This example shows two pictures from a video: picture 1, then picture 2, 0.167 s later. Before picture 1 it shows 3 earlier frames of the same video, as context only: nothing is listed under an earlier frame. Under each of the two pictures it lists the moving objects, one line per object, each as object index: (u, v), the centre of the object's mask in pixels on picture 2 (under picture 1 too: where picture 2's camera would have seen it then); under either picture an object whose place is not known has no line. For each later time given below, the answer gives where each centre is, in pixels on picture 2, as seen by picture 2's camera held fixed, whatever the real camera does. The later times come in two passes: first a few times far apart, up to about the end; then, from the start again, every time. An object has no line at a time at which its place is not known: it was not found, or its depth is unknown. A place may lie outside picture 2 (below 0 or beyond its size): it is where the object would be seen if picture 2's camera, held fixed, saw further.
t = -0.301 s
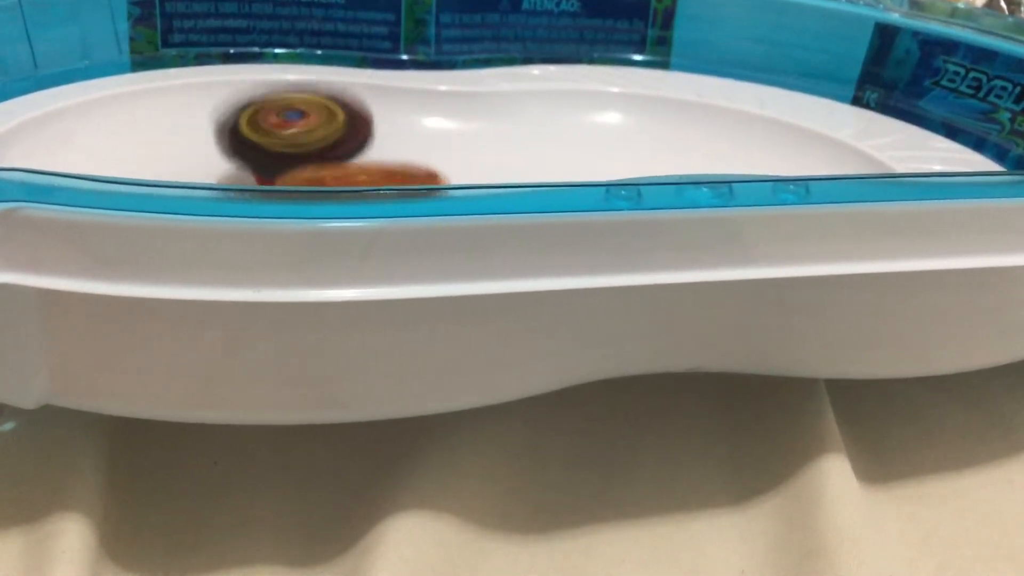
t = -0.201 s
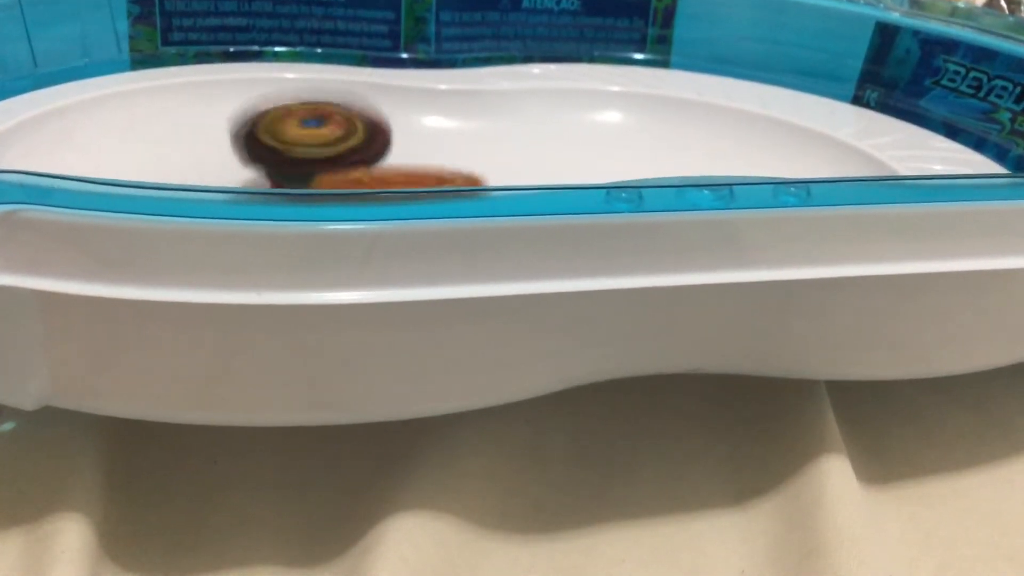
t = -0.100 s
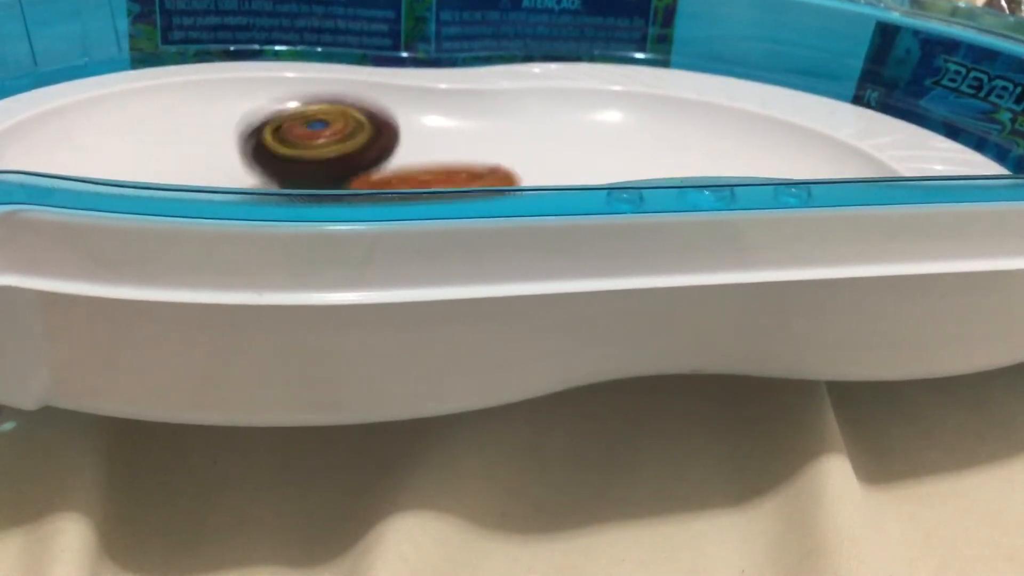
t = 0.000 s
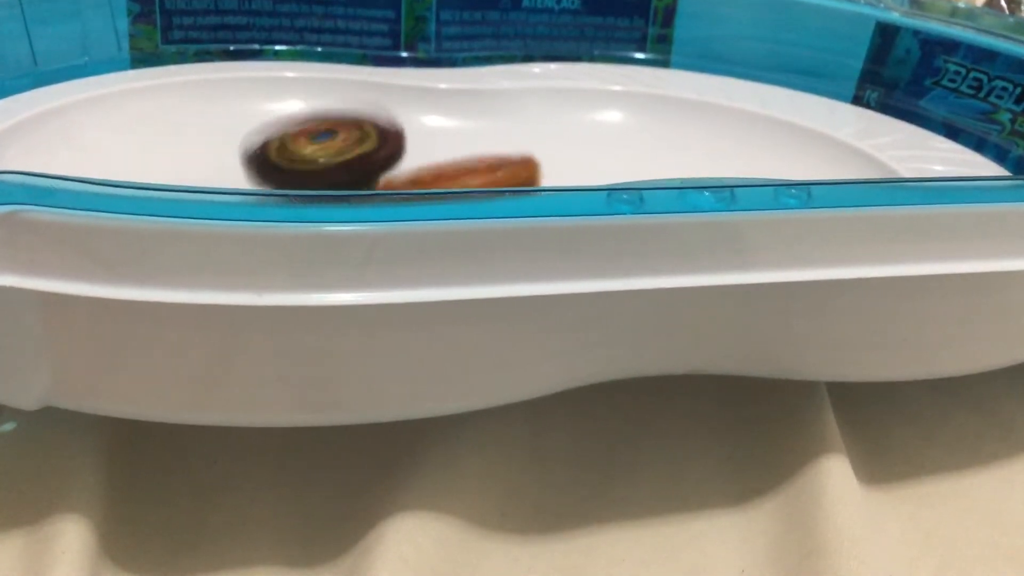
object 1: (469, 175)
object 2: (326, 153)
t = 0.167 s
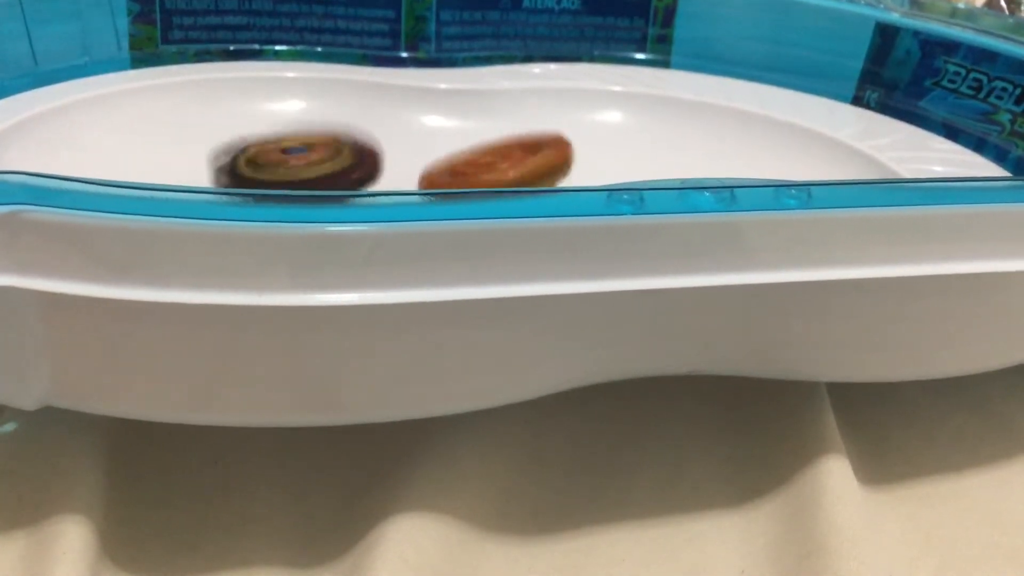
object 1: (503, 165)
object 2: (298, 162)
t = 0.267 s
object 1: (504, 156)
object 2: (295, 169)
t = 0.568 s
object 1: (490, 130)
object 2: (359, 177)
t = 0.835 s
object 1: (522, 152)
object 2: (402, 172)
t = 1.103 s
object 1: (611, 160)
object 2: (398, 168)
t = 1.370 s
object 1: (672, 142)
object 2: (407, 159)
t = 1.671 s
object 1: (683, 132)
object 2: (447, 159)
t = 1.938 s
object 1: (658, 152)
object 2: (536, 165)
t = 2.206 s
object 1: (726, 158)
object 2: (575, 173)
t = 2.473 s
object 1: (763, 150)
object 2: (569, 168)
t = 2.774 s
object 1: (697, 151)
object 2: (513, 152)
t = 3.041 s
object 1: (635, 157)
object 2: (442, 145)
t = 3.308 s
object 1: (614, 164)
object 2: (440, 165)
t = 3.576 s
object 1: (621, 163)
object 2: (475, 176)
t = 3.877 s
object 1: (654, 145)
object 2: (544, 170)
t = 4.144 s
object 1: (663, 128)
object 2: (561, 162)
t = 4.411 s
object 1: (681, 138)
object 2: (562, 159)
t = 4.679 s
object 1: (723, 148)
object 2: (524, 163)
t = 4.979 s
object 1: (717, 160)
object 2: (511, 159)
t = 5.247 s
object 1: (701, 168)
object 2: (517, 160)
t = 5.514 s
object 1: (703, 156)
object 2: (476, 149)
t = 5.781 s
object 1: (667, 157)
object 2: (497, 161)
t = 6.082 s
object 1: (673, 153)
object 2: (551, 175)
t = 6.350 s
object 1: (674, 144)
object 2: (532, 177)
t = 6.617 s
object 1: (690, 157)
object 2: (504, 156)
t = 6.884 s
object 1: (733, 145)
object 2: (616, 158)
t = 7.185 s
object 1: (722, 139)
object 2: (652, 170)
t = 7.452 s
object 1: (719, 136)
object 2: (650, 170)
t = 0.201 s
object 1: (504, 161)
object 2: (296, 166)
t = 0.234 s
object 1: (504, 159)
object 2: (294, 167)
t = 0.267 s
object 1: (504, 156)
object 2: (295, 169)
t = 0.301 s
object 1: (502, 153)
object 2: (296, 172)
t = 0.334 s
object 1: (502, 149)
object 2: (301, 173)
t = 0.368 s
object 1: (499, 146)
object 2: (304, 175)
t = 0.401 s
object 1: (499, 142)
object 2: (313, 175)
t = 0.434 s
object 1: (496, 139)
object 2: (319, 177)
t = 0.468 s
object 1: (495, 136)
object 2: (328, 176)
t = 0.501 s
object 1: (491, 133)
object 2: (337, 178)
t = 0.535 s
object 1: (492, 131)
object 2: (346, 176)
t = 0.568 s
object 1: (490, 130)
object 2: (359, 177)
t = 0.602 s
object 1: (493, 130)
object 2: (369, 177)
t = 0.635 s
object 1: (492, 131)
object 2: (374, 177)
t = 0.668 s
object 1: (497, 134)
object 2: (379, 176)
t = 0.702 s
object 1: (498, 137)
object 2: (380, 175)
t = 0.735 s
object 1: (504, 141)
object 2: (381, 174)
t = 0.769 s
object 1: (507, 146)
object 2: (386, 173)
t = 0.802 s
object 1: (512, 149)
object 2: (391, 172)
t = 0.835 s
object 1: (522, 152)
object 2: (402, 172)
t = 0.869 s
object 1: (532, 154)
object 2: (398, 174)
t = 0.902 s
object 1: (539, 156)
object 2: (399, 172)
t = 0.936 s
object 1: (553, 157)
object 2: (399, 173)
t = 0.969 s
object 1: (564, 159)
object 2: (399, 171)
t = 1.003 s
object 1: (577, 159)
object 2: (399, 170)
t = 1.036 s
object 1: (587, 161)
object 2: (399, 170)
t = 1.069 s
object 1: (600, 160)
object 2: (398, 169)
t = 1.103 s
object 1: (611, 160)
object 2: (398, 168)
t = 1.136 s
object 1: (623, 159)
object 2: (400, 167)
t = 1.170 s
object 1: (632, 158)
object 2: (400, 166)
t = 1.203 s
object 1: (642, 156)
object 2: (401, 165)
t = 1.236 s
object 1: (648, 154)
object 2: (401, 164)
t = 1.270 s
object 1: (656, 151)
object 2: (403, 162)
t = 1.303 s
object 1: (661, 149)
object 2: (403, 162)
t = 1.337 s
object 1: (669, 145)
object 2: (406, 160)
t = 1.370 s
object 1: (672, 142)
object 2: (407, 159)
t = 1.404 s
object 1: (678, 139)
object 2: (410, 158)
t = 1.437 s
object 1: (680, 136)
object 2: (411, 158)
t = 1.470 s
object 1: (685, 133)
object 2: (414, 158)
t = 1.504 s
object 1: (686, 131)
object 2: (417, 157)
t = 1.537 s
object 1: (689, 129)
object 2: (420, 157)
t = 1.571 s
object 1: (688, 129)
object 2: (424, 156)
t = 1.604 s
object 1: (688, 129)
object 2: (431, 158)
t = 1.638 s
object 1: (686, 130)
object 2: (439, 158)
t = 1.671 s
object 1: (683, 132)
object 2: (447, 159)
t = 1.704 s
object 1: (680, 134)
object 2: (457, 159)
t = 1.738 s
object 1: (673, 136)
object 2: (465, 160)
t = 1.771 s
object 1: (669, 138)
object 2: (473, 160)
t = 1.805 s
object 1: (664, 140)
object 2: (486, 162)
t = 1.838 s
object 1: (660, 143)
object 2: (495, 162)
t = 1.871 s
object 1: (656, 146)
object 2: (509, 162)
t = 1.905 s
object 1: (654, 148)
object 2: (520, 165)
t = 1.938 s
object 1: (658, 152)
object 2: (536, 165)
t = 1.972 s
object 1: (660, 155)
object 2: (537, 167)
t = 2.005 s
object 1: (668, 156)
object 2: (546, 169)
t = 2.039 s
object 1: (679, 157)
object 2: (550, 170)
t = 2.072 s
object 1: (688, 158)
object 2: (554, 171)
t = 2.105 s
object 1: (696, 158)
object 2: (556, 171)
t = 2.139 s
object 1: (706, 158)
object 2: (562, 173)
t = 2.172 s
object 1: (717, 158)
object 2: (568, 171)
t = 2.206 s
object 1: (726, 158)
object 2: (575, 173)
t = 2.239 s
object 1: (736, 157)
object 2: (582, 171)
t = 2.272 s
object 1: (744, 157)
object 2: (587, 171)
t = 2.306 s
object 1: (757, 158)
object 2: (590, 172)
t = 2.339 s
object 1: (763, 158)
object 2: (588, 173)
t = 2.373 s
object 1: (762, 154)
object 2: (579, 172)
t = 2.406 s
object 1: (763, 152)
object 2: (578, 170)
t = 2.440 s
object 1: (763, 150)
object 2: (573, 171)
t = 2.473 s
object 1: (763, 150)
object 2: (569, 168)
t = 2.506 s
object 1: (756, 149)
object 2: (569, 168)
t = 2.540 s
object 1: (750, 148)
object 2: (565, 166)
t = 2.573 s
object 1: (739, 149)
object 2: (561, 162)
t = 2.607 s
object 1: (729, 148)
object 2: (560, 162)
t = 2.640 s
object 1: (720, 148)
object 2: (558, 158)
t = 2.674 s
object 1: (714, 148)
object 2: (550, 159)
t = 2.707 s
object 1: (713, 149)
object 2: (538, 157)
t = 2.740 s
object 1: (707, 150)
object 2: (525, 154)
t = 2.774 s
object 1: (697, 151)
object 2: (513, 152)
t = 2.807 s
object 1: (687, 151)
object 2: (502, 150)
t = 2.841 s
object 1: (680, 151)
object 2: (489, 147)
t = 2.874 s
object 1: (673, 152)
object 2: (480, 146)
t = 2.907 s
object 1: (665, 153)
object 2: (471, 144)
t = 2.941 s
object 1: (657, 154)
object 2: (462, 143)
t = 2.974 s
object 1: (648, 155)
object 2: (455, 144)
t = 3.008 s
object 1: (642, 156)
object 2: (447, 145)
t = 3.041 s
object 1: (635, 157)
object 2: (442, 145)
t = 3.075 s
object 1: (630, 158)
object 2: (437, 148)
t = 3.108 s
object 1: (626, 159)
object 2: (433, 149)
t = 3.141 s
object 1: (622, 160)
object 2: (433, 152)
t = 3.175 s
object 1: (618, 162)
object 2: (431, 156)
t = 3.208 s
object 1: (616, 163)
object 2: (431, 158)
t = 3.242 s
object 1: (614, 163)
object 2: (434, 161)
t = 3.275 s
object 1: (614, 165)
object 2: (436, 163)
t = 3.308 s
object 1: (614, 164)
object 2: (440, 165)
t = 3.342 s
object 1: (613, 166)
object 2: (443, 169)
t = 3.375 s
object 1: (613, 166)
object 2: (447, 170)
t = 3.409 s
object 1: (614, 164)
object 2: (452, 172)
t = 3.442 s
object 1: (615, 166)
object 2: (457, 173)
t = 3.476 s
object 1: (618, 165)
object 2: (462, 176)
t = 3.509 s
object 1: (616, 164)
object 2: (467, 178)
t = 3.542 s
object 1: (618, 164)
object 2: (468, 178)
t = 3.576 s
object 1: (621, 163)
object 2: (475, 176)
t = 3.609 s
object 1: (623, 162)
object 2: (481, 179)
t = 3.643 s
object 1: (629, 160)
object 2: (491, 178)
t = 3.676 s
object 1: (631, 159)
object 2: (497, 179)
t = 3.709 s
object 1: (634, 157)
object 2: (506, 177)
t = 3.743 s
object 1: (639, 155)
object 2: (514, 176)
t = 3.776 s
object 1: (642, 152)
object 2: (522, 175)
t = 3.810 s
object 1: (646, 150)
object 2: (532, 173)
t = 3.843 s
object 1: (648, 148)
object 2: (537, 171)
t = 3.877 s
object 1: (654, 145)
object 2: (544, 170)
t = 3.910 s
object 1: (656, 144)
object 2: (546, 168)
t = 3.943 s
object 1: (655, 141)
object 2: (550, 167)
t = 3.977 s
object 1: (660, 136)
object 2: (556, 165)
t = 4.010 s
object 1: (661, 135)
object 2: (569, 165)
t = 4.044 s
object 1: (663, 132)
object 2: (557, 164)
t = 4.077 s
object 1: (662, 131)
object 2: (560, 163)
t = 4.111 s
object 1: (659, 129)
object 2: (559, 164)
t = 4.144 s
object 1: (663, 128)
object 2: (561, 162)
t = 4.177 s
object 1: (662, 128)
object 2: (565, 161)
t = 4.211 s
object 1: (664, 128)
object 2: (571, 159)
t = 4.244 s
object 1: (664, 128)
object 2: (566, 160)
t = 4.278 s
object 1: (665, 129)
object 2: (563, 160)
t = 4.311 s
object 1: (669, 131)
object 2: (569, 161)
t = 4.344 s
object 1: (671, 132)
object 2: (568, 160)
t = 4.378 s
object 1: (675, 133)
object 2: (563, 159)
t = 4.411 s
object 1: (681, 138)
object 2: (562, 159)
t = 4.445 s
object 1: (687, 139)
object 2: (561, 159)
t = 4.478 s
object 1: (692, 143)
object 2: (557, 161)
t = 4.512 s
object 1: (696, 145)
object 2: (551, 163)
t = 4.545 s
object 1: (701, 144)
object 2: (542, 163)
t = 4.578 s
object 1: (705, 144)
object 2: (538, 162)
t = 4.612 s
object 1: (716, 145)
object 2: (532, 165)
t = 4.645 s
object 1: (721, 148)
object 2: (527, 164)
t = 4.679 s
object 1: (723, 148)
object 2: (524, 163)
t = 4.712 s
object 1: (728, 148)
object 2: (519, 164)
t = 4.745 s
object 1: (732, 150)
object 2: (516, 164)
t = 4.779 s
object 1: (734, 152)
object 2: (514, 162)
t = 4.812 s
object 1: (734, 154)
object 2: (511, 163)
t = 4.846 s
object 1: (733, 155)
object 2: (511, 162)
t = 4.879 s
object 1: (731, 156)
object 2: (509, 161)
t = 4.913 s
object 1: (727, 158)
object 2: (509, 162)
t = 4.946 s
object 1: (722, 159)
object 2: (509, 161)
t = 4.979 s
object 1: (717, 160)
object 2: (511, 159)
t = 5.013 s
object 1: (713, 161)
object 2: (513, 159)
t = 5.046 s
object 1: (705, 162)
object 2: (518, 160)
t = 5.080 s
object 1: (697, 162)
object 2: (521, 160)
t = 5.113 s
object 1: (691, 164)
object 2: (524, 159)
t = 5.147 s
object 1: (686, 164)
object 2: (528, 158)
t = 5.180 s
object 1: (683, 168)
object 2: (527, 160)
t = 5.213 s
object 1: (694, 169)
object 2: (522, 159)
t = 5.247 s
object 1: (701, 168)
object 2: (517, 160)
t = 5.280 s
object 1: (709, 170)
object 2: (509, 159)
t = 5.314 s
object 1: (720, 168)
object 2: (503, 154)
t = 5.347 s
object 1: (724, 166)
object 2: (495, 155)
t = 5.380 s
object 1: (723, 164)
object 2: (488, 154)
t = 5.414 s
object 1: (720, 160)
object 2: (486, 151)
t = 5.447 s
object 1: (717, 159)
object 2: (482, 150)
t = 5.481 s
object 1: (712, 158)
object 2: (478, 150)
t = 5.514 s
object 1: (703, 156)
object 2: (476, 149)
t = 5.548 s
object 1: (695, 155)
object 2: (478, 150)
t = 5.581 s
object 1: (688, 154)
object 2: (476, 150)
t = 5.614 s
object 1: (680, 153)
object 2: (475, 152)
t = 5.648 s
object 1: (677, 154)
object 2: (481, 154)
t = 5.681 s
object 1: (675, 154)
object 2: (485, 155)
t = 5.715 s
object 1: (678, 154)
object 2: (487, 157)
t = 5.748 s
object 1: (675, 155)
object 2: (492, 158)
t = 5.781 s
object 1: (667, 157)
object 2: (497, 161)
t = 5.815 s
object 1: (671, 158)
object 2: (503, 163)
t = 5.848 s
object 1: (678, 159)
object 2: (508, 162)
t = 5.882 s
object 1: (680, 161)
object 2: (515, 167)
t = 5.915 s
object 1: (680, 162)
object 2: (523, 169)
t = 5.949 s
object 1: (686, 159)
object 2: (530, 169)
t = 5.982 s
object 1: (686, 160)
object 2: (534, 171)
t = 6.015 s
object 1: (679, 158)
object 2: (543, 172)
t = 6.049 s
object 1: (674, 155)
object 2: (555, 174)
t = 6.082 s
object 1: (673, 153)
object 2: (551, 175)
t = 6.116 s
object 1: (670, 151)
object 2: (554, 173)
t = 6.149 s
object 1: (666, 150)
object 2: (566, 176)
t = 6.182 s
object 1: (666, 150)
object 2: (572, 176)
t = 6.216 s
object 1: (674, 149)
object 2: (572, 173)
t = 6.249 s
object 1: (679, 146)
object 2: (597, 172)
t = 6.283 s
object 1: (674, 144)
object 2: (579, 178)
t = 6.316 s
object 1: (674, 144)
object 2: (547, 178)
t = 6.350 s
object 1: (674, 144)
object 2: (532, 177)
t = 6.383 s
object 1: (674, 143)
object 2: (512, 176)
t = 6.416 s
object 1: (677, 146)
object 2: (510, 175)
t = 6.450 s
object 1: (671, 151)
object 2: (505, 177)
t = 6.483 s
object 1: (671, 153)
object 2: (492, 174)
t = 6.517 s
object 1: (676, 154)
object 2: (485, 168)
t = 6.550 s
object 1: (681, 155)
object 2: (489, 165)
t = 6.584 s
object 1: (685, 156)
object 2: (497, 159)
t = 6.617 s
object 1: (690, 157)
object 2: (504, 156)
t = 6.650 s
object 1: (696, 157)
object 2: (514, 153)
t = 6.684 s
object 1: (704, 157)
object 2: (524, 152)
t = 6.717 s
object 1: (711, 155)
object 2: (535, 150)
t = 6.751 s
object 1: (719, 154)
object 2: (557, 152)
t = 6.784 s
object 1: (726, 153)
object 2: (577, 153)
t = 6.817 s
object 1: (721, 149)
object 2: (598, 154)
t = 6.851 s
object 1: (722, 147)
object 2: (603, 154)
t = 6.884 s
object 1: (733, 145)
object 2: (616, 158)
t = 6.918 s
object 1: (737, 146)
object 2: (630, 159)
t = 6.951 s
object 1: (738, 142)
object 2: (641, 163)
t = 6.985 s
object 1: (731, 139)
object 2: (637, 165)
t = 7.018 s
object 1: (725, 138)
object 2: (641, 167)
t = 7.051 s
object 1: (720, 138)
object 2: (645, 167)
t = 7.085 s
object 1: (720, 138)
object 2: (649, 168)
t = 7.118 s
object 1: (720, 138)
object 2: (651, 169)
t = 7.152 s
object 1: (723, 139)
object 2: (653, 169)
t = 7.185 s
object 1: (722, 139)
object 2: (652, 170)
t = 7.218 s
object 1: (722, 139)
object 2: (655, 169)
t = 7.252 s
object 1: (722, 139)
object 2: (650, 169)
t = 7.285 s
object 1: (725, 138)
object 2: (659, 167)
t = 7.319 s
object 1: (723, 136)
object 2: (662, 167)
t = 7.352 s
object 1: (718, 136)
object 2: (659, 168)
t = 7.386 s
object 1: (723, 133)
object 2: (662, 166)
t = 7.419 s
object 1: (724, 135)
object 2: (665, 167)
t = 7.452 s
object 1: (719, 136)
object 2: (650, 170)
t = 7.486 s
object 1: (720, 136)
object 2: (641, 169)
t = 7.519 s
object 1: (724, 136)
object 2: (631, 167)
